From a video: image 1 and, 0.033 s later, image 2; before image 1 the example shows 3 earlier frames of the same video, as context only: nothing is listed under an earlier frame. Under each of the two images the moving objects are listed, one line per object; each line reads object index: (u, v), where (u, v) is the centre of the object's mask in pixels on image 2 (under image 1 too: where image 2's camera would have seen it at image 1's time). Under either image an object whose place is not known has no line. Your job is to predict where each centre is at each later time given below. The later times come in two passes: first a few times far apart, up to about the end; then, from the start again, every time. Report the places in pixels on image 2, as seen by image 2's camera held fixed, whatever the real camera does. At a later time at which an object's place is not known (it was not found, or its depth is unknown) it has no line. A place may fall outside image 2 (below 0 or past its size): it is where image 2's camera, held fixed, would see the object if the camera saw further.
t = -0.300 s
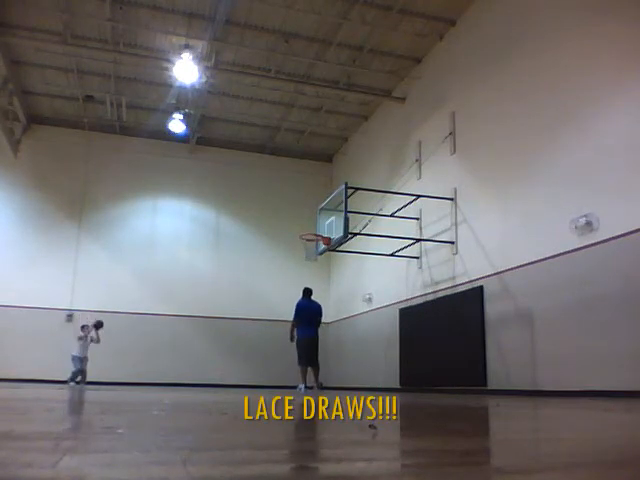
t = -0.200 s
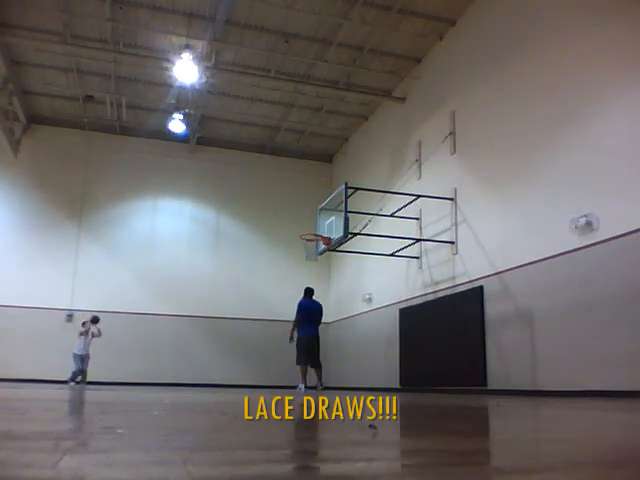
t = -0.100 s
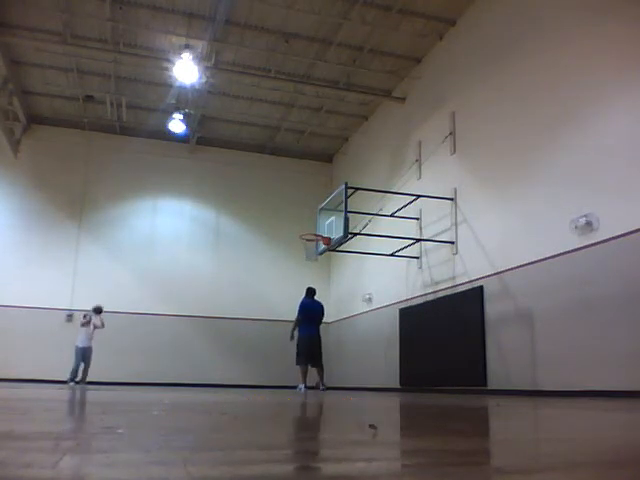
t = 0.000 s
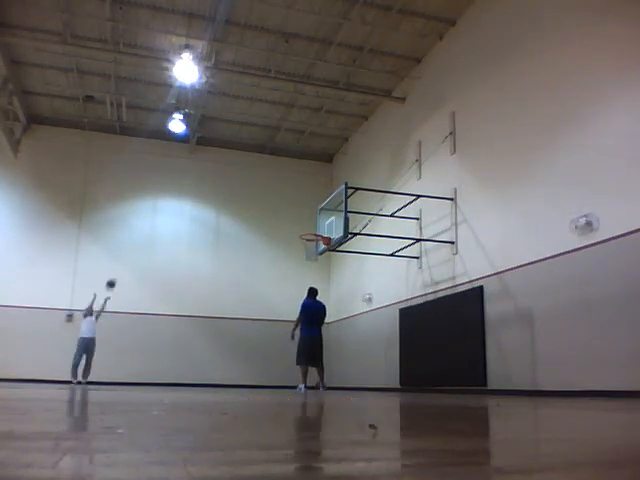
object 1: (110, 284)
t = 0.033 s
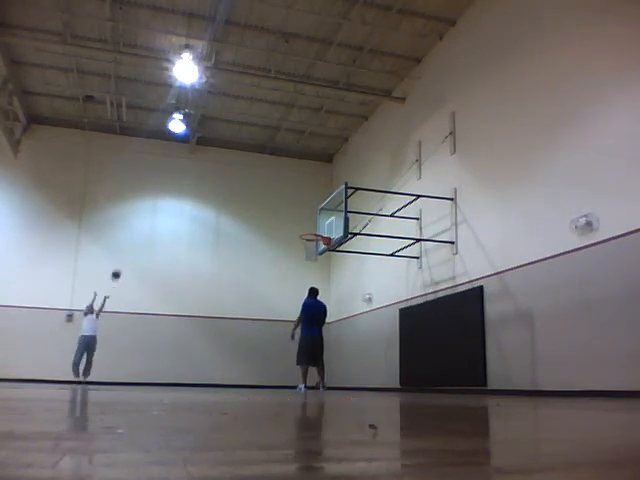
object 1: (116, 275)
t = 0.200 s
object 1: (141, 234)
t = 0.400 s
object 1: (172, 199)
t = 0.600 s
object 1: (202, 179)
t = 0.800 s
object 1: (232, 174)
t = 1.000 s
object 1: (263, 185)
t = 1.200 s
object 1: (294, 216)
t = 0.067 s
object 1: (121, 266)
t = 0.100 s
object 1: (126, 257)
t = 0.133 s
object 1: (131, 249)
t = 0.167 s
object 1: (136, 242)
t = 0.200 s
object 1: (141, 234)
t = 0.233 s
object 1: (146, 227)
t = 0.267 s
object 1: (151, 221)
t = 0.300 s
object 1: (157, 215)
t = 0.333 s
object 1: (161, 209)
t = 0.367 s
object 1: (167, 204)
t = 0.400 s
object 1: (172, 199)
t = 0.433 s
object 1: (177, 195)
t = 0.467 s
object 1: (182, 191)
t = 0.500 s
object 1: (186, 187)
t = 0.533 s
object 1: (191, 184)
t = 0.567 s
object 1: (196, 181)
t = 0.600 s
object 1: (202, 179)
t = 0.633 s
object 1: (206, 177)
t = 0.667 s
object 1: (212, 176)
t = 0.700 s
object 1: (217, 175)
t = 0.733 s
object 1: (221, 174)
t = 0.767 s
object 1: (227, 174)
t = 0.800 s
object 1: (232, 174)
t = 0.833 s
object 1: (237, 175)
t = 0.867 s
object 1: (242, 176)
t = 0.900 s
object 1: (247, 178)
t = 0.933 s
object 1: (252, 180)
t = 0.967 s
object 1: (257, 183)
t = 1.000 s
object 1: (263, 185)
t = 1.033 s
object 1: (268, 189)
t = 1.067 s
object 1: (273, 193)
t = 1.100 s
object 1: (278, 198)
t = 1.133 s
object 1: (284, 204)
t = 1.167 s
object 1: (289, 209)
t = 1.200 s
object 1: (294, 216)
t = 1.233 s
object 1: (299, 222)
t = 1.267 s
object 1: (305, 230)
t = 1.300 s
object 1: (310, 237)
